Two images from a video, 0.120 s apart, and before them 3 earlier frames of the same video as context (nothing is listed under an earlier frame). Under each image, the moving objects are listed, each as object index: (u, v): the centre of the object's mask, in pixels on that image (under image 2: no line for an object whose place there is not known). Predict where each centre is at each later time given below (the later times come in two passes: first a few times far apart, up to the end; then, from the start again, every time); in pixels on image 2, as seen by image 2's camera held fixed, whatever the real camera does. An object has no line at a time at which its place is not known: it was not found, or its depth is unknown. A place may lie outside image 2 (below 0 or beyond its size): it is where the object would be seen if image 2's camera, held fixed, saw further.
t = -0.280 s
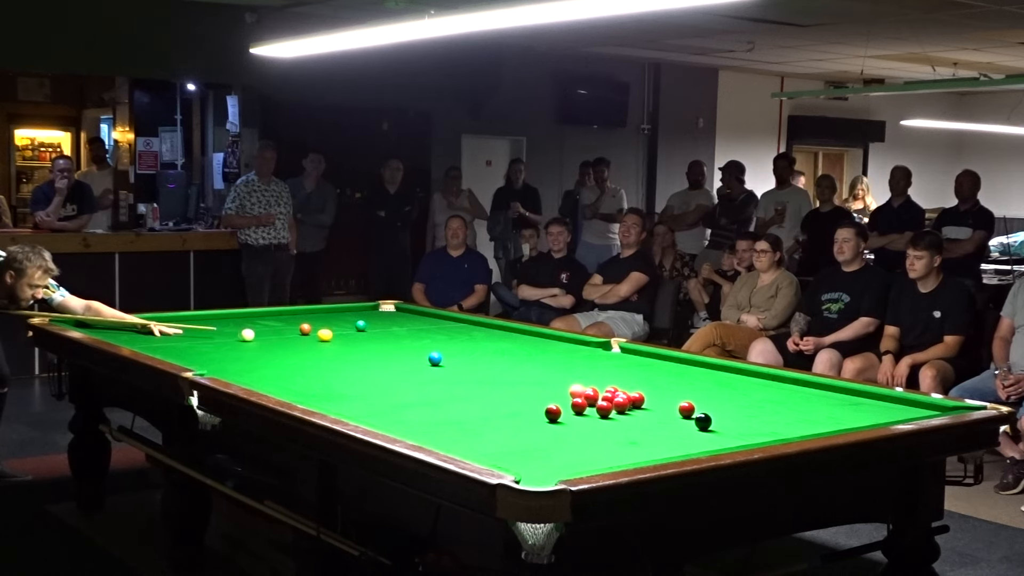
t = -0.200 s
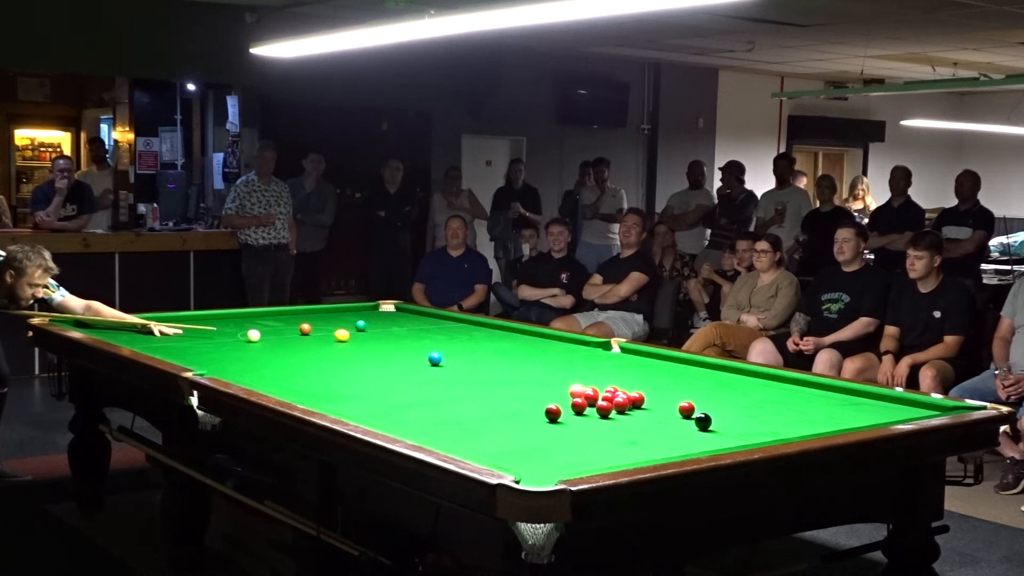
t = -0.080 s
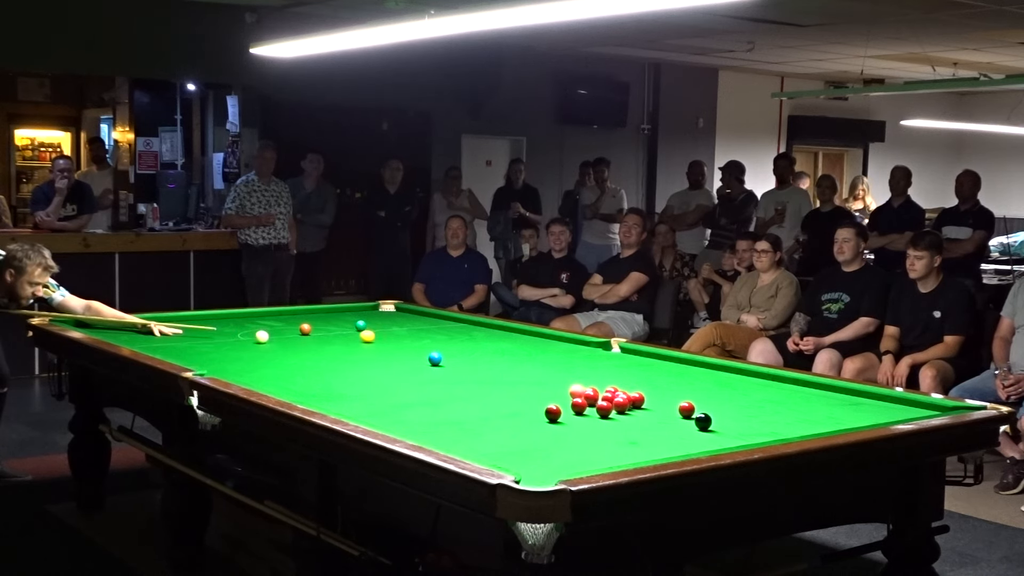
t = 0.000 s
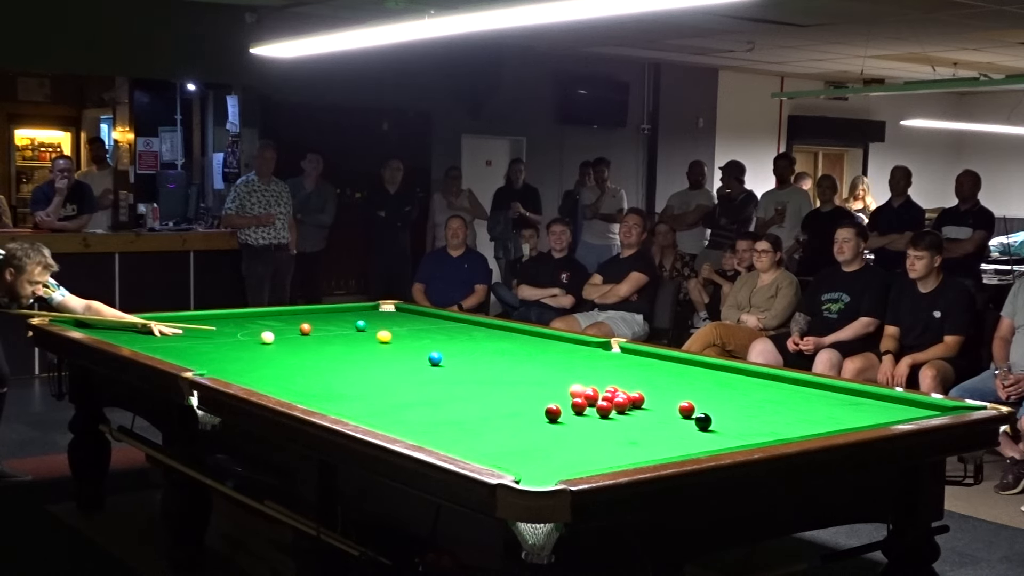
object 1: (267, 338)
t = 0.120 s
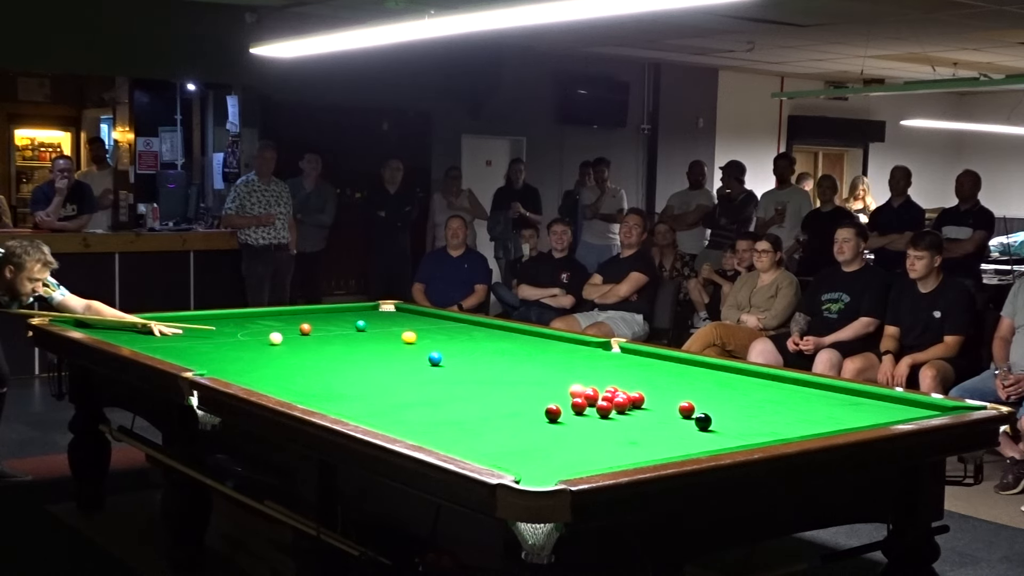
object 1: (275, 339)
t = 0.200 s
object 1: (281, 339)
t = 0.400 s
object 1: (294, 341)
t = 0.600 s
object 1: (307, 343)
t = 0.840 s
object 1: (322, 345)
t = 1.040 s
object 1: (334, 346)
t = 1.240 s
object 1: (346, 348)
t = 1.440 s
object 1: (357, 349)
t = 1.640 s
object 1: (368, 351)
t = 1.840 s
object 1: (378, 352)
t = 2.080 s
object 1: (391, 354)
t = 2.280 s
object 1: (400, 355)
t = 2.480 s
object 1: (409, 356)
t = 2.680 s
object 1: (417, 357)
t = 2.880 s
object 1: (422, 358)
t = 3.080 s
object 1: (423, 359)
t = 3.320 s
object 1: (423, 359)
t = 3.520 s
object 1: (423, 360)
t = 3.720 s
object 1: (423, 360)
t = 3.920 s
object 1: (423, 360)
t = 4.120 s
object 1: (423, 360)
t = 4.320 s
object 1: (423, 360)
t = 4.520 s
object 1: (423, 360)
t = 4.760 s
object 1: (423, 360)
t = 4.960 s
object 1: (423, 360)
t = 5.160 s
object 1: (423, 360)
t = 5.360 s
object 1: (423, 360)
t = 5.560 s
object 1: (423, 360)
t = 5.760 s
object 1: (423, 360)
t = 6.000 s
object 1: (423, 360)
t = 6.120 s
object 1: (423, 360)
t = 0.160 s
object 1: (278, 339)
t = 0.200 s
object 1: (281, 339)
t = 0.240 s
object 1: (283, 340)
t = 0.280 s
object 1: (286, 340)
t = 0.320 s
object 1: (289, 340)
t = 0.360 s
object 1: (291, 341)
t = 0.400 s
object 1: (294, 341)
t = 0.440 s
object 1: (296, 342)
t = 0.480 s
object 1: (299, 342)
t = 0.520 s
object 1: (302, 342)
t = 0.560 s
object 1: (304, 343)
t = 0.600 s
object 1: (307, 343)
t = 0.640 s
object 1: (309, 343)
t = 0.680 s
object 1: (312, 344)
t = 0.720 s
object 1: (314, 344)
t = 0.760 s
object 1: (317, 344)
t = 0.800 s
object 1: (319, 344)
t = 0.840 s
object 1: (322, 345)
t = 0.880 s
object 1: (325, 345)
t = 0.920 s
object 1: (327, 345)
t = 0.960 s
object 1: (329, 346)
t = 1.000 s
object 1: (332, 346)
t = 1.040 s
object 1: (334, 346)
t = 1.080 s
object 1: (336, 347)
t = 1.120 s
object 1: (339, 347)
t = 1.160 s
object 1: (341, 347)
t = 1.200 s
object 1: (343, 348)
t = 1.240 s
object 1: (346, 348)
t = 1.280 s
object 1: (348, 348)
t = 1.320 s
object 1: (350, 348)
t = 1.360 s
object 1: (352, 349)
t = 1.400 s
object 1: (355, 349)
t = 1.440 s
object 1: (357, 349)
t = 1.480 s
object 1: (359, 350)
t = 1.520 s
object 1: (361, 350)
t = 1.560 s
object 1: (364, 350)
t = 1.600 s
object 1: (366, 350)
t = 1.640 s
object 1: (368, 351)
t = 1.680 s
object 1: (370, 351)
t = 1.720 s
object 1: (372, 351)
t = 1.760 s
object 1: (374, 352)
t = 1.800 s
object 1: (376, 352)
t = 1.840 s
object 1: (378, 352)
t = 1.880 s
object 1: (380, 352)
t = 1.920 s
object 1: (382, 353)
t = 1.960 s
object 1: (385, 353)
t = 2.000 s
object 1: (386, 353)
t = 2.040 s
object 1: (388, 353)
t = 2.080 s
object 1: (391, 354)
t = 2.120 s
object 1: (392, 354)
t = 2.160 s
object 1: (394, 354)
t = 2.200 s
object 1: (396, 355)
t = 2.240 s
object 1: (398, 355)
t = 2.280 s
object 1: (400, 355)
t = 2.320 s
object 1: (402, 355)
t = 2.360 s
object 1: (403, 355)
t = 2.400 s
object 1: (405, 356)
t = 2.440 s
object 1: (407, 356)
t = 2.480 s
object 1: (409, 356)
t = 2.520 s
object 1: (410, 356)
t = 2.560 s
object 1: (412, 357)
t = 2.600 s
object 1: (414, 357)
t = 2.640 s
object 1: (415, 357)
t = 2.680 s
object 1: (417, 357)
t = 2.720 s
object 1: (418, 357)
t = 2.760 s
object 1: (420, 358)
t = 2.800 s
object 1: (421, 358)
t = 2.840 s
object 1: (422, 358)
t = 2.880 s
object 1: (422, 358)
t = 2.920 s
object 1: (422, 358)
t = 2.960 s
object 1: (422, 358)
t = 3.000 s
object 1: (423, 358)
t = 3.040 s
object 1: (423, 358)
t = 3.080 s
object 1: (423, 359)
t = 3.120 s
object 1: (423, 359)
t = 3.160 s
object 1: (423, 359)
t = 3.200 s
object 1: (423, 359)
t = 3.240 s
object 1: (423, 359)
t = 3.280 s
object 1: (423, 359)
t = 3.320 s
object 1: (423, 359)
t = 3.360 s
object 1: (423, 359)
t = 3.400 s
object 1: (423, 359)
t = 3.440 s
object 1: (423, 359)
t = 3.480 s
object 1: (423, 359)
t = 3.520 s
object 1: (423, 360)
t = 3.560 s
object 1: (423, 359)
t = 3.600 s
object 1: (423, 360)
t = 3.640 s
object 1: (423, 360)
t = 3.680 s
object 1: (423, 360)
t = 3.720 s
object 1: (423, 360)
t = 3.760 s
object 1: (423, 360)
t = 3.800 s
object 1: (423, 360)
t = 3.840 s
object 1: (423, 360)
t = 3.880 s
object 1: (423, 360)
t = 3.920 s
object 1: (423, 360)
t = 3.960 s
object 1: (423, 360)
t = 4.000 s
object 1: (423, 360)
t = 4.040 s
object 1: (423, 360)
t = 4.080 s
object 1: (423, 360)
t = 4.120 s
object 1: (423, 360)
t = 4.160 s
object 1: (423, 360)
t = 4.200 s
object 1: (423, 360)
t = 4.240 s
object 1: (423, 360)
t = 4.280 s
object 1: (423, 360)
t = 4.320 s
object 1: (423, 360)
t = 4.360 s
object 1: (423, 360)
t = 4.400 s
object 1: (423, 360)
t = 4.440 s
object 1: (423, 360)
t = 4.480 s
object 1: (423, 360)
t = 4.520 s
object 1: (423, 360)
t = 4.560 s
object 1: (423, 360)
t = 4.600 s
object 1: (423, 360)
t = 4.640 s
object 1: (423, 360)
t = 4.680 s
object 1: (423, 360)
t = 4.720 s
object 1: (423, 360)
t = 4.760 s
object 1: (423, 360)
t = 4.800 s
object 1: (423, 360)
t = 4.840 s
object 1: (423, 360)
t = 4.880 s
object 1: (423, 360)
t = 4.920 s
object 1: (423, 360)
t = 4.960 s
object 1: (423, 360)
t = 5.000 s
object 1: (423, 360)
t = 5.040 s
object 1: (423, 360)
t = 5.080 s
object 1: (423, 360)
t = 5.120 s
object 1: (423, 360)
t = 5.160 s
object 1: (423, 360)
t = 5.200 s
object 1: (423, 360)
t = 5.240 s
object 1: (423, 360)
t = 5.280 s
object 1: (423, 360)
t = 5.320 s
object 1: (423, 360)
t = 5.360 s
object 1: (423, 360)
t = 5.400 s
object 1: (423, 360)
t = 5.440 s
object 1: (423, 360)
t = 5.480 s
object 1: (423, 360)
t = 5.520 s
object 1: (423, 360)
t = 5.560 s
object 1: (423, 360)
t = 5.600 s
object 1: (423, 360)
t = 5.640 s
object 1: (424, 360)
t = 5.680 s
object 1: (423, 360)
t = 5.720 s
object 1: (423, 360)
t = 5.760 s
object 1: (423, 360)
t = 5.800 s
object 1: (423, 360)
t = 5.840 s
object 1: (423, 360)
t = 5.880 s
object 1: (423, 360)
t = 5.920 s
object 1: (423, 360)
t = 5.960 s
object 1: (423, 360)
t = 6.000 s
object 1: (423, 360)
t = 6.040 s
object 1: (423, 360)
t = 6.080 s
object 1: (423, 360)
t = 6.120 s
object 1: (423, 360)
